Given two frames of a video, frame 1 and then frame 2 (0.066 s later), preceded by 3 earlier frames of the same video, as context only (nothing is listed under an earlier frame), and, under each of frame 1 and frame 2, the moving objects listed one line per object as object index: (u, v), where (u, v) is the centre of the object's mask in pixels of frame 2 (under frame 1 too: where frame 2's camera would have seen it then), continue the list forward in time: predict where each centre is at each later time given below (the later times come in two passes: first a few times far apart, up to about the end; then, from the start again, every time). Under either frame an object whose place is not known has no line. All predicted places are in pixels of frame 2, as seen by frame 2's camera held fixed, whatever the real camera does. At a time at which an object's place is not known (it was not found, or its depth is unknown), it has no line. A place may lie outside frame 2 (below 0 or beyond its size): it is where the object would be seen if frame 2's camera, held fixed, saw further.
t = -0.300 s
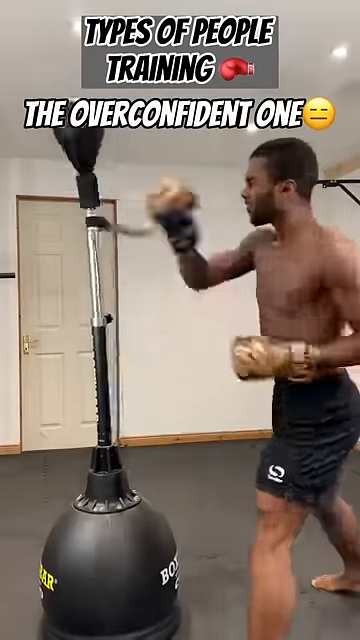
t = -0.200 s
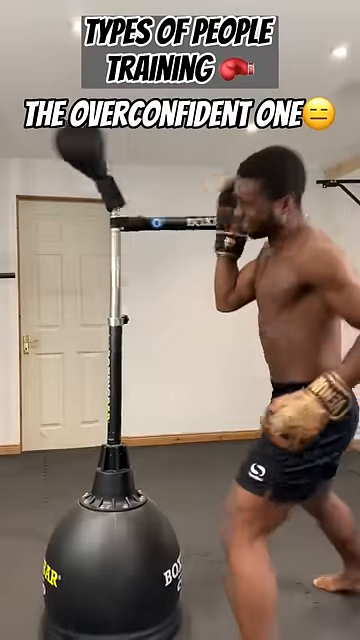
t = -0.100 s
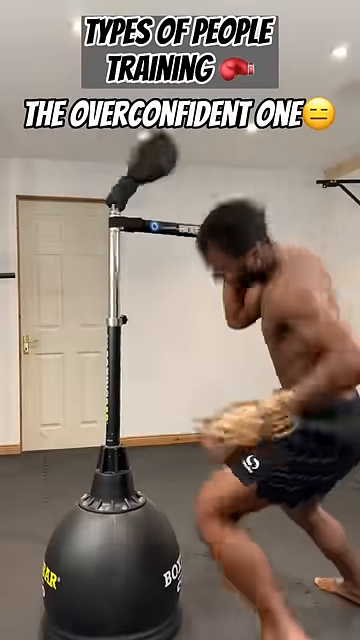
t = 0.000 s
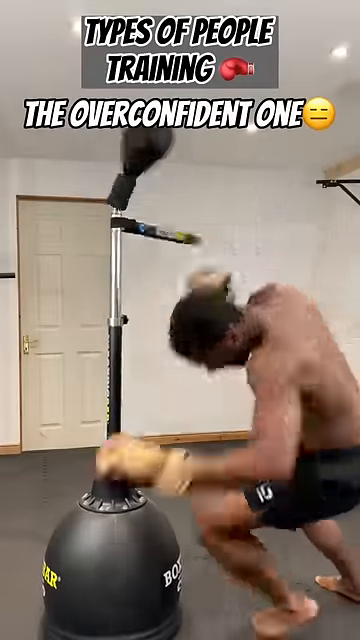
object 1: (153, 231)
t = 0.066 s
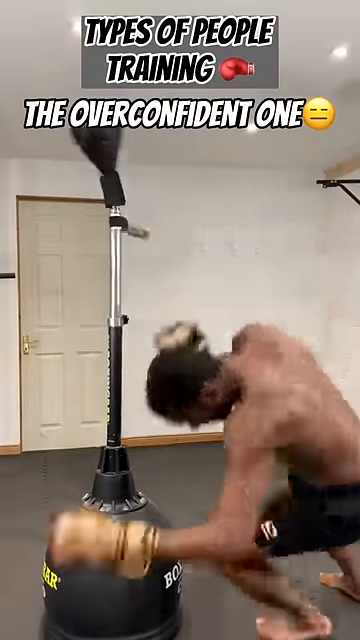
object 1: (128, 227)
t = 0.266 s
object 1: (56, 233)
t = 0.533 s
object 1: (56, 218)
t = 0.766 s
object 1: (118, 195)
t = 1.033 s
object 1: (202, 215)
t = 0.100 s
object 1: (110, 221)
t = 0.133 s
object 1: (100, 221)
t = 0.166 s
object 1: (83, 232)
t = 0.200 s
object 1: (73, 233)
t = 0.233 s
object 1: (61, 234)
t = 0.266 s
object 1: (56, 233)
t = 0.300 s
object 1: (58, 229)
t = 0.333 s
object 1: (60, 225)
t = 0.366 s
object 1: (60, 221)
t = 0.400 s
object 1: (60, 219)
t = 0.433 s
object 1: (58, 219)
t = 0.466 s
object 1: (58, 219)
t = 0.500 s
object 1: (57, 218)
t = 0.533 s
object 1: (56, 218)
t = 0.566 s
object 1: (55, 217)
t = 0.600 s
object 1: (54, 214)
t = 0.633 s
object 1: (53, 210)
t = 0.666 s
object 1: (52, 202)
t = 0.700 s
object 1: (73, 196)
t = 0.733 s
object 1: (98, 195)
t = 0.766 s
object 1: (118, 195)
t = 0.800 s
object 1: (144, 201)
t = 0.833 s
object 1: (161, 205)
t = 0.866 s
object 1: (176, 209)
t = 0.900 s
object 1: (187, 210)
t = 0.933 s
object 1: (198, 212)
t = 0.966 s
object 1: (202, 213)
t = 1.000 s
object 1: (203, 211)
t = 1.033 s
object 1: (202, 215)
